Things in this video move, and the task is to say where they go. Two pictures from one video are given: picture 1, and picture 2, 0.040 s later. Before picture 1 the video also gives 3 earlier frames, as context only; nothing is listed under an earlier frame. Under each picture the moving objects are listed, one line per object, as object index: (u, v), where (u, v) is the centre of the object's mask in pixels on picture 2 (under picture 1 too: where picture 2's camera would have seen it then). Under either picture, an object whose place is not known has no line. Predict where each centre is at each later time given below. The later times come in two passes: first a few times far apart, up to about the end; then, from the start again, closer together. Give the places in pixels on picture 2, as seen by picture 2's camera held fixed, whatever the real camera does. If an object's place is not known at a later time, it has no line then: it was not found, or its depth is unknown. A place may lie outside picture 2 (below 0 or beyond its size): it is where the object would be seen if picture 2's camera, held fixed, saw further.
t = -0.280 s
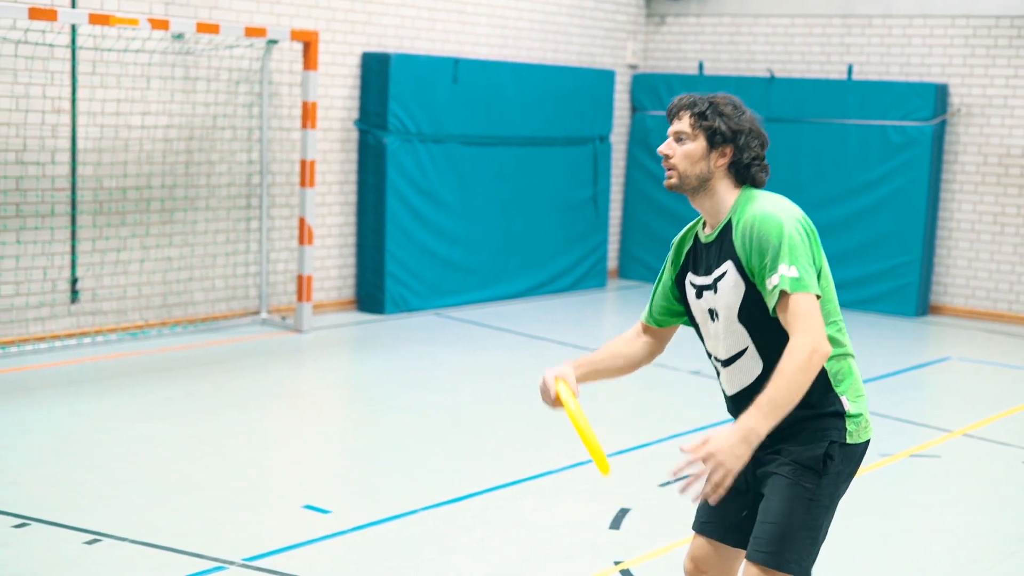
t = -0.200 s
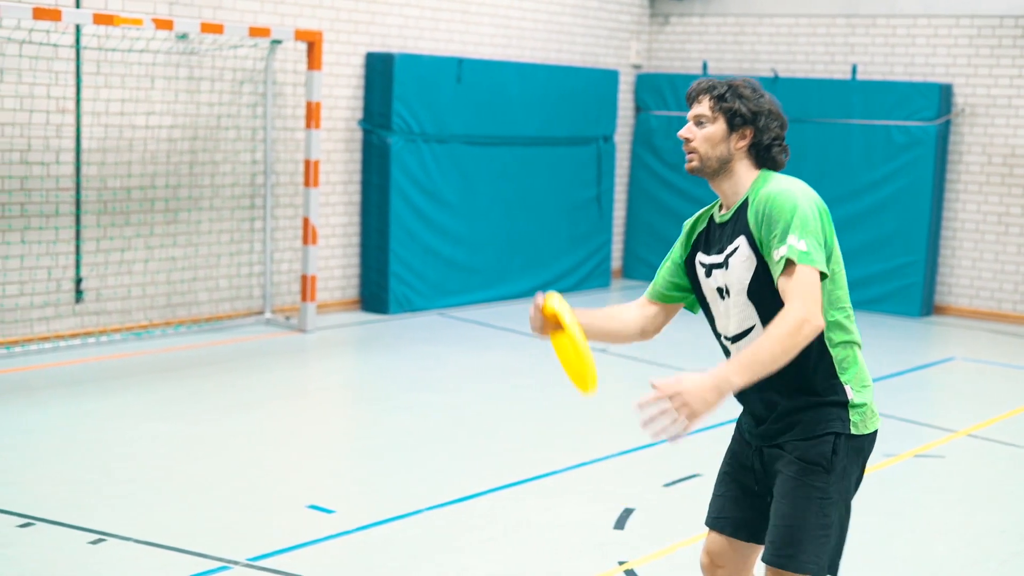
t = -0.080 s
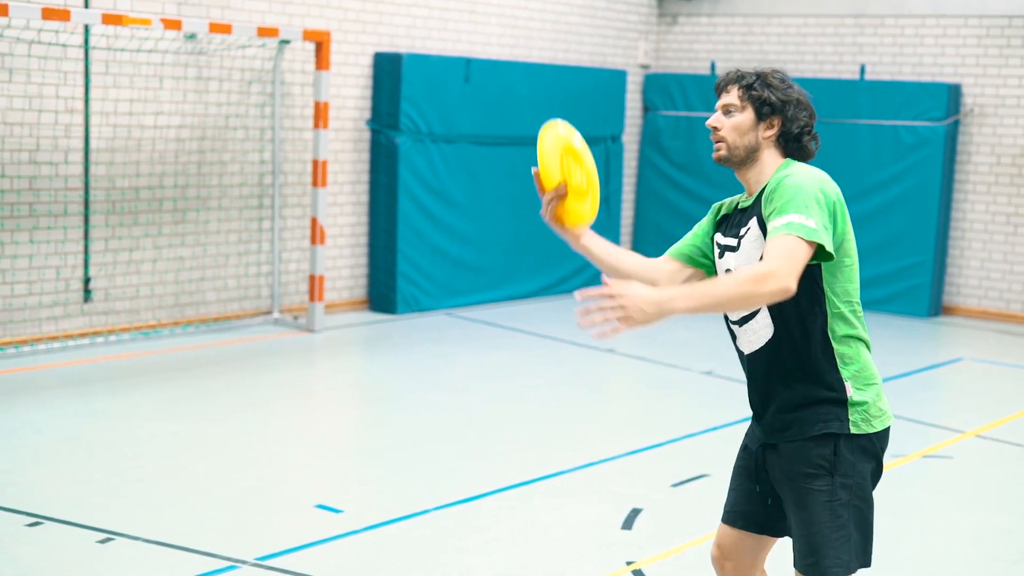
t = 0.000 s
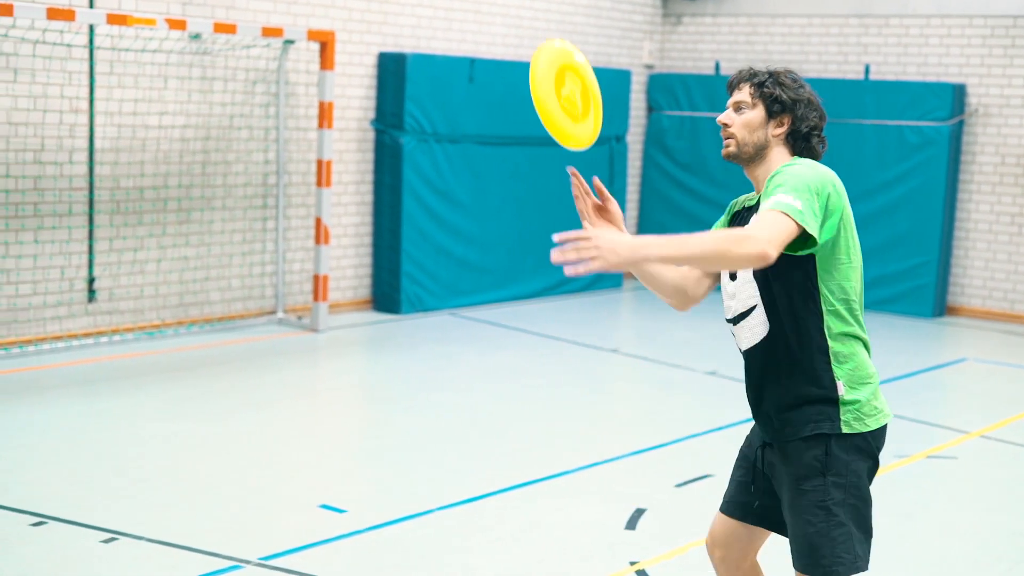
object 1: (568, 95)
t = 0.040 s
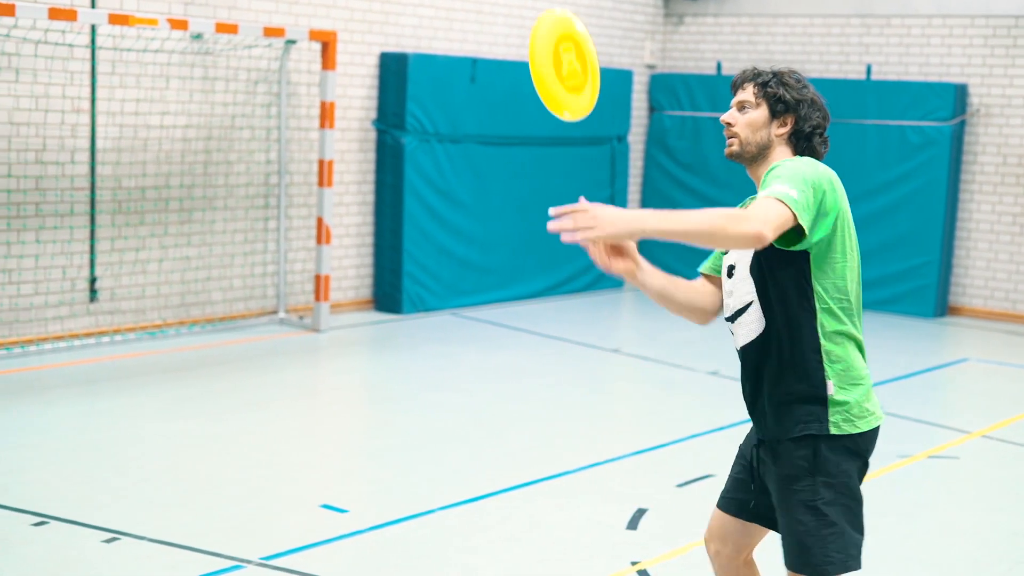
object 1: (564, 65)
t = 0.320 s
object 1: (532, 42)
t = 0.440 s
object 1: (515, 120)
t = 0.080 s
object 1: (561, 46)
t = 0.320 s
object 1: (532, 42)
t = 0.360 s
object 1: (525, 58)
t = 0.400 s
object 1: (520, 86)
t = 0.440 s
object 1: (515, 120)
